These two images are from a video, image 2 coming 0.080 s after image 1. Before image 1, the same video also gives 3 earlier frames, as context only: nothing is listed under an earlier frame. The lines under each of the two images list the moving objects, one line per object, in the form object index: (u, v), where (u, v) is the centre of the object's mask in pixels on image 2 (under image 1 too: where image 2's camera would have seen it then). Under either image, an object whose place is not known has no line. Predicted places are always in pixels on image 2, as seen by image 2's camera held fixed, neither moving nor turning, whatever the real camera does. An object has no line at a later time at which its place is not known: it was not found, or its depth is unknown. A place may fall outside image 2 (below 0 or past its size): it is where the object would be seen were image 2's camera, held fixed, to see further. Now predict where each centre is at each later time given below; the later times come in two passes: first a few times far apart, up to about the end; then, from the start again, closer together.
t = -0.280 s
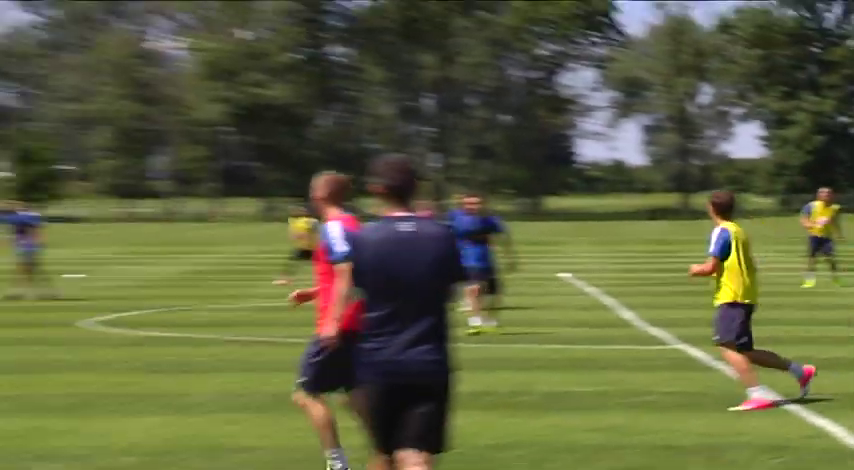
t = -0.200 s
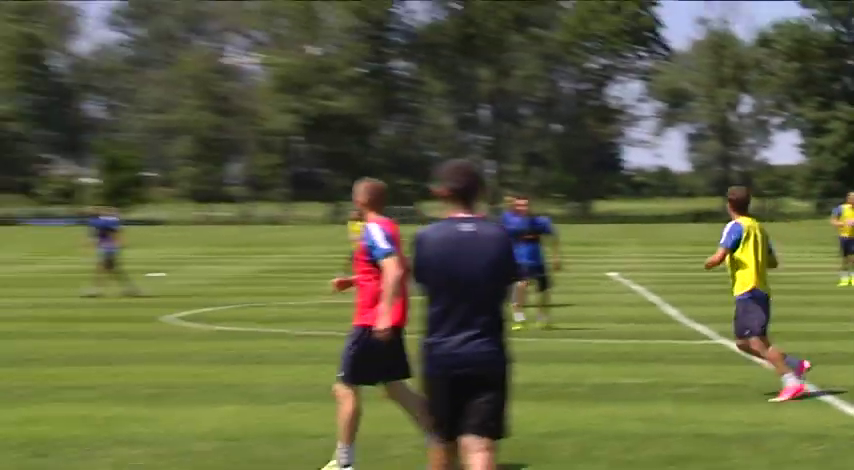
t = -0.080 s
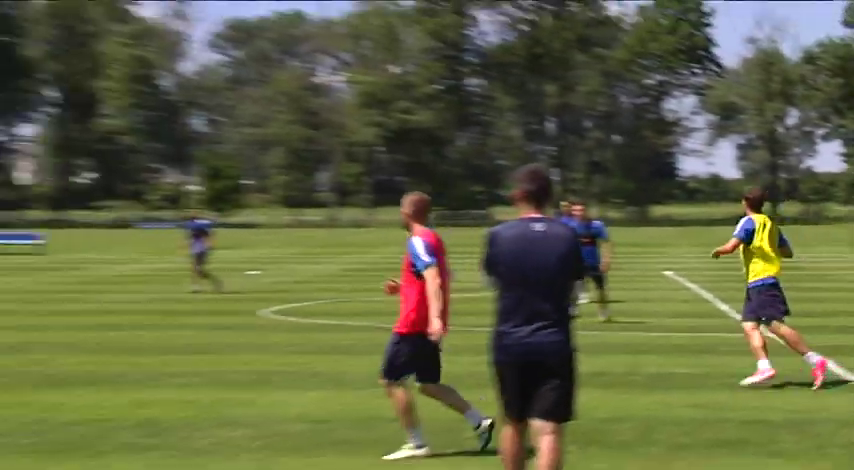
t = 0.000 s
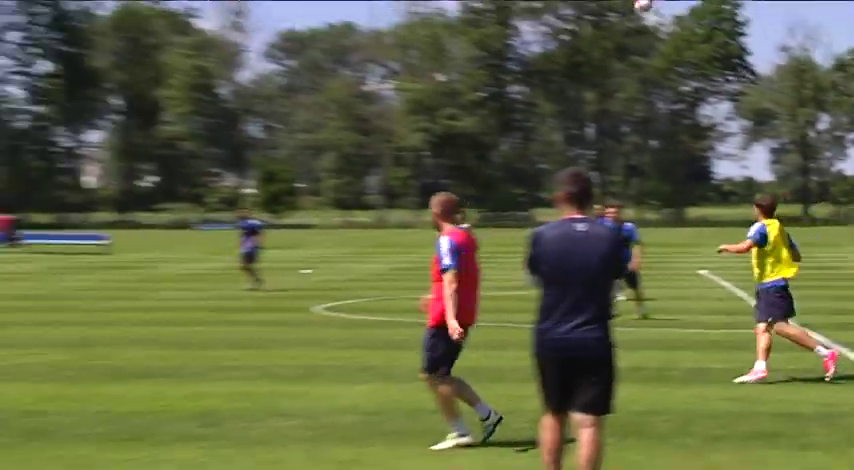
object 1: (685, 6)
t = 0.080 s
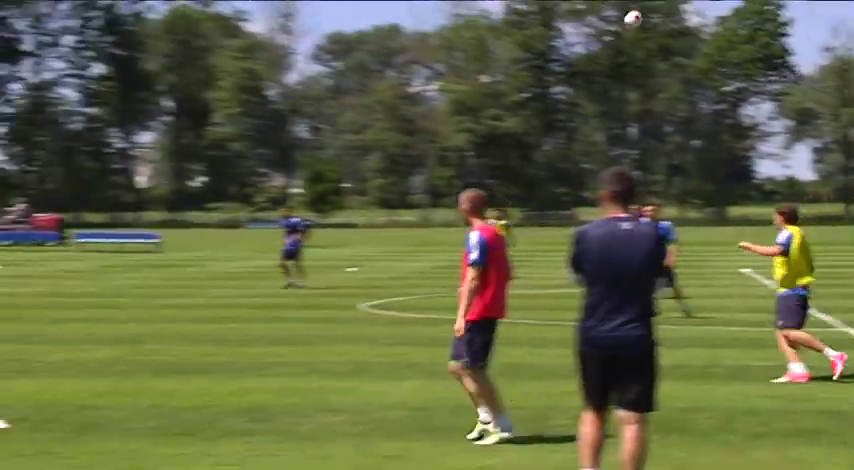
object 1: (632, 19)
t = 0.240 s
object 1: (526, 59)
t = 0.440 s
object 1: (391, 131)
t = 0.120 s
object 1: (607, 29)
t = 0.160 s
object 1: (579, 37)
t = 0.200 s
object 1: (552, 49)
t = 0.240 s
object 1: (526, 59)
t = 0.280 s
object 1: (498, 72)
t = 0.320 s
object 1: (471, 84)
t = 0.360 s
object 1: (446, 98)
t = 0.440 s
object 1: (391, 131)
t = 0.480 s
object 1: (362, 149)
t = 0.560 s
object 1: (309, 186)
